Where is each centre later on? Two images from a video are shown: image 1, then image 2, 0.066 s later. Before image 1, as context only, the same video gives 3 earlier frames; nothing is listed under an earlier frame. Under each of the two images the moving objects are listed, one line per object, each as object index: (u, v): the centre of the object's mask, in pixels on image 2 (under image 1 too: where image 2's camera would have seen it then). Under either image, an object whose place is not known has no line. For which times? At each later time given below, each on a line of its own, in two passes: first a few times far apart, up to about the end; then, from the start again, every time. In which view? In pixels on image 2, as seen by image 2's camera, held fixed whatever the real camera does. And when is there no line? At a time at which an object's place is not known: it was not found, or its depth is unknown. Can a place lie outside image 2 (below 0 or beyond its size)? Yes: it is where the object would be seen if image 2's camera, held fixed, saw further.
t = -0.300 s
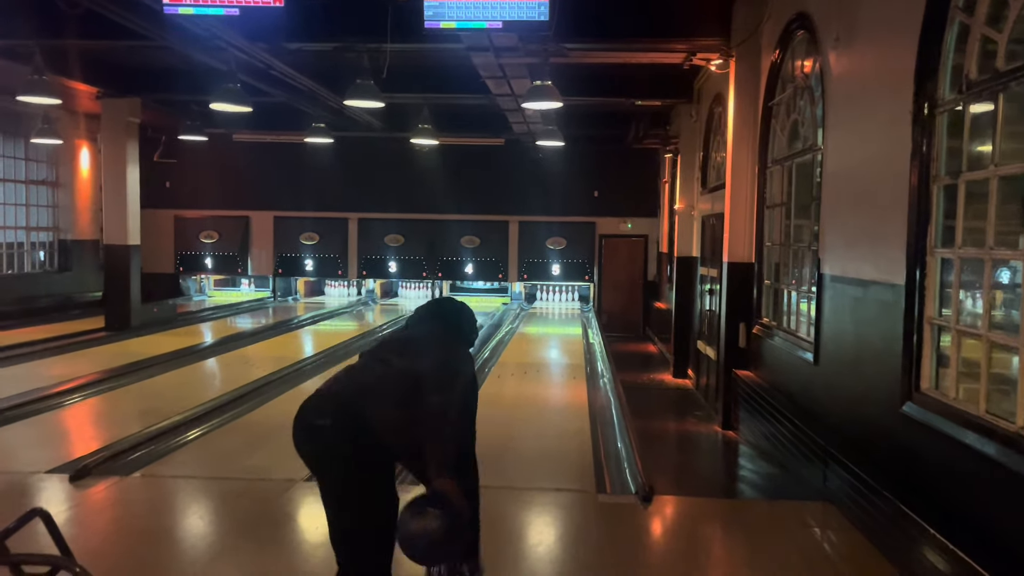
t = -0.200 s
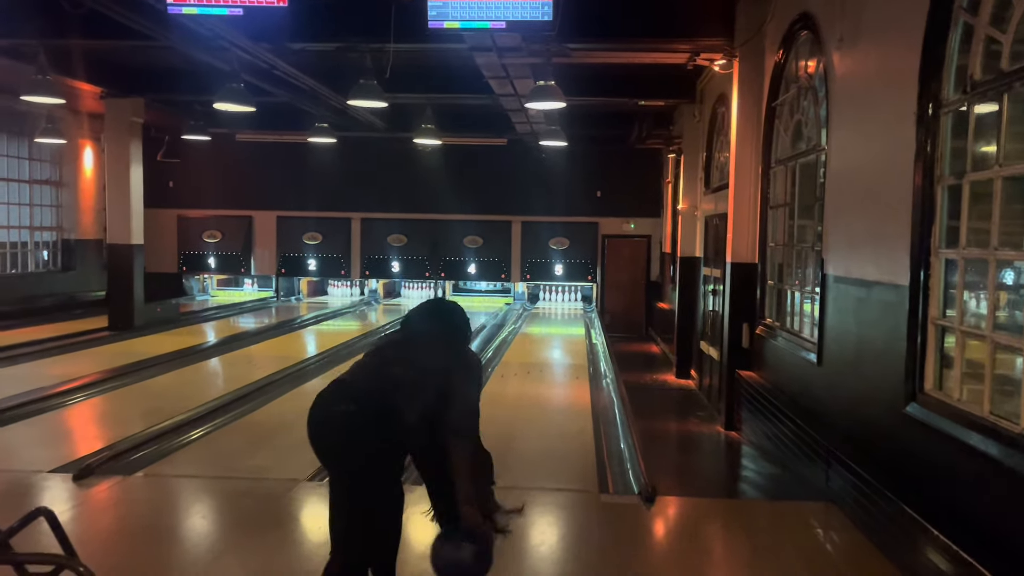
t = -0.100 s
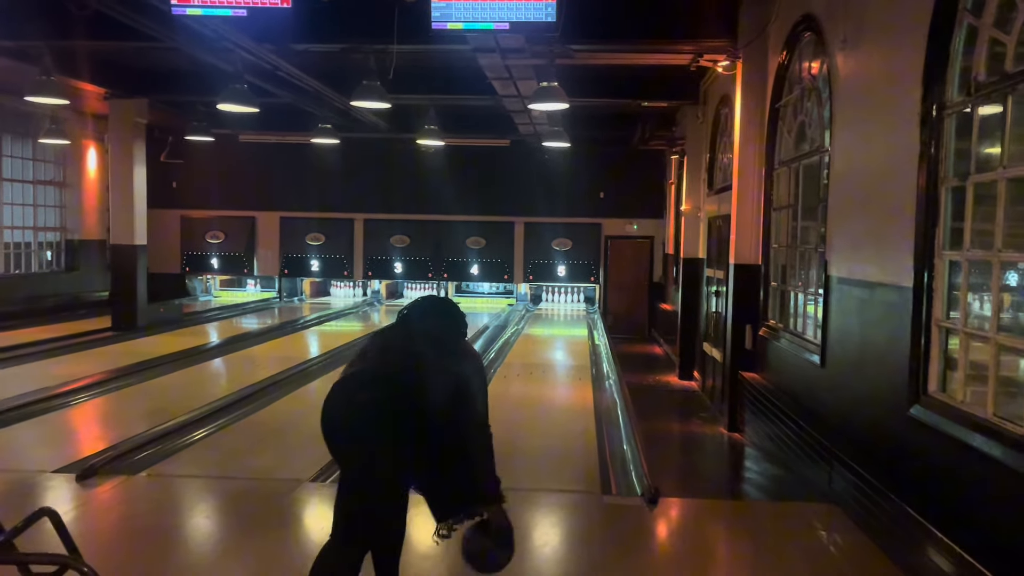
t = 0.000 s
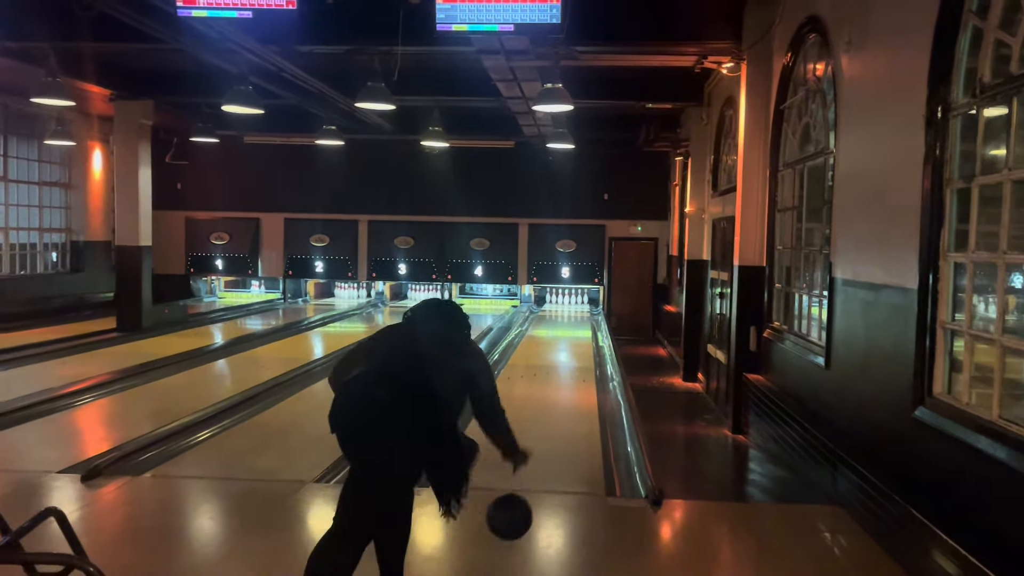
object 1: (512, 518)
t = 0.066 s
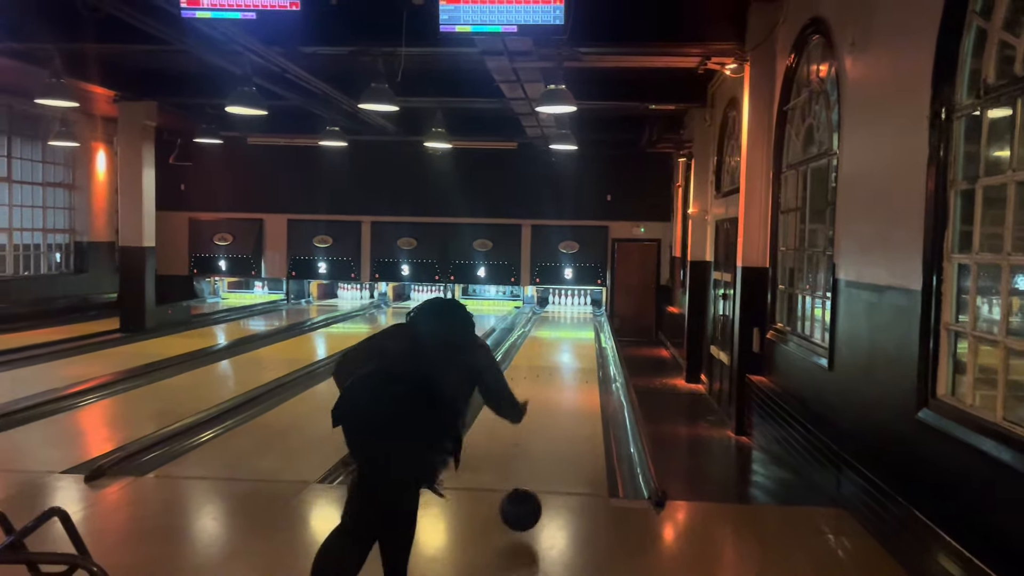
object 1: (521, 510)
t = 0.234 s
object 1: (537, 469)
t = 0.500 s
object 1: (552, 421)
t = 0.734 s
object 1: (559, 394)
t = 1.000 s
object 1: (564, 372)
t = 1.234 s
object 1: (566, 358)
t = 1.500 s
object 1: (567, 347)
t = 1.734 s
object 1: (567, 339)
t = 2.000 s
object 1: (567, 331)
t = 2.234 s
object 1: (567, 326)
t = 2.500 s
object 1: (567, 320)
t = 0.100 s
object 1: (524, 504)
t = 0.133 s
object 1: (528, 493)
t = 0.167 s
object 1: (531, 485)
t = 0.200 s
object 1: (534, 477)
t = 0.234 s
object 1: (537, 469)
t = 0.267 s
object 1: (539, 462)
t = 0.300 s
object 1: (542, 455)
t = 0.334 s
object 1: (544, 448)
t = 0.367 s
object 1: (546, 442)
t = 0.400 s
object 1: (548, 437)
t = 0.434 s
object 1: (549, 432)
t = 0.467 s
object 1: (551, 427)
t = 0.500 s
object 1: (552, 421)
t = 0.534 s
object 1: (553, 417)
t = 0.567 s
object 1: (555, 413)
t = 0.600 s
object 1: (555, 409)
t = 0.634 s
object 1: (557, 405)
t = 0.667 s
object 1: (558, 401)
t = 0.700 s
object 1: (558, 397)
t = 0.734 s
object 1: (559, 394)
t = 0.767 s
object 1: (560, 391)
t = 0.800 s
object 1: (561, 388)
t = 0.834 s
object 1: (561, 386)
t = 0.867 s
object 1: (562, 383)
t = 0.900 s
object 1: (563, 380)
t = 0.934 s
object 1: (563, 377)
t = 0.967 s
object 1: (564, 375)
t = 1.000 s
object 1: (564, 372)
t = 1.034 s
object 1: (564, 370)
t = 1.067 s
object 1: (565, 368)
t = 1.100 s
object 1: (565, 366)
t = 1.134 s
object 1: (565, 364)
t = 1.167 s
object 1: (566, 362)
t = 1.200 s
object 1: (566, 360)
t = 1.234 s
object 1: (566, 358)
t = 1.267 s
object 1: (566, 356)
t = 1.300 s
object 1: (567, 355)
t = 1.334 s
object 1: (567, 353)
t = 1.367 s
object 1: (567, 352)
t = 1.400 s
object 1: (567, 350)
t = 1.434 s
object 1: (567, 349)
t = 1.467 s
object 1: (567, 348)
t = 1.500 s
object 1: (567, 347)
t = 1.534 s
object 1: (567, 345)
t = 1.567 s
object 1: (567, 344)
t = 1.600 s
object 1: (567, 343)
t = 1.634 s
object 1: (567, 342)
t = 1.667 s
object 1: (567, 341)
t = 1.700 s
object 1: (567, 340)
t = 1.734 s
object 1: (567, 339)
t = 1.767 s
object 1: (567, 338)
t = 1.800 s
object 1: (567, 337)
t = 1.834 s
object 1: (567, 336)
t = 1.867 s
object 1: (567, 335)
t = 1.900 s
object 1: (567, 334)
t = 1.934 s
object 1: (567, 333)
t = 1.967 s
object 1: (567, 332)
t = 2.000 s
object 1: (567, 331)
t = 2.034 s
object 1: (567, 331)
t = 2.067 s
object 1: (567, 330)
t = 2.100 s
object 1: (567, 329)
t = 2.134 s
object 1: (567, 328)
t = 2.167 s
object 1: (567, 327)
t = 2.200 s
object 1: (567, 327)
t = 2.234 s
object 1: (567, 326)
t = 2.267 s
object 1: (567, 325)
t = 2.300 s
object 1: (567, 324)
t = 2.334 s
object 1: (567, 324)
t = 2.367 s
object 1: (567, 323)
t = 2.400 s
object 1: (567, 322)
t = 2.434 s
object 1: (567, 322)
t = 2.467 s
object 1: (567, 321)
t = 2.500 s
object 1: (567, 320)
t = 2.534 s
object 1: (567, 320)
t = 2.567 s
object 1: (567, 319)
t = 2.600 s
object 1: (567, 319)
